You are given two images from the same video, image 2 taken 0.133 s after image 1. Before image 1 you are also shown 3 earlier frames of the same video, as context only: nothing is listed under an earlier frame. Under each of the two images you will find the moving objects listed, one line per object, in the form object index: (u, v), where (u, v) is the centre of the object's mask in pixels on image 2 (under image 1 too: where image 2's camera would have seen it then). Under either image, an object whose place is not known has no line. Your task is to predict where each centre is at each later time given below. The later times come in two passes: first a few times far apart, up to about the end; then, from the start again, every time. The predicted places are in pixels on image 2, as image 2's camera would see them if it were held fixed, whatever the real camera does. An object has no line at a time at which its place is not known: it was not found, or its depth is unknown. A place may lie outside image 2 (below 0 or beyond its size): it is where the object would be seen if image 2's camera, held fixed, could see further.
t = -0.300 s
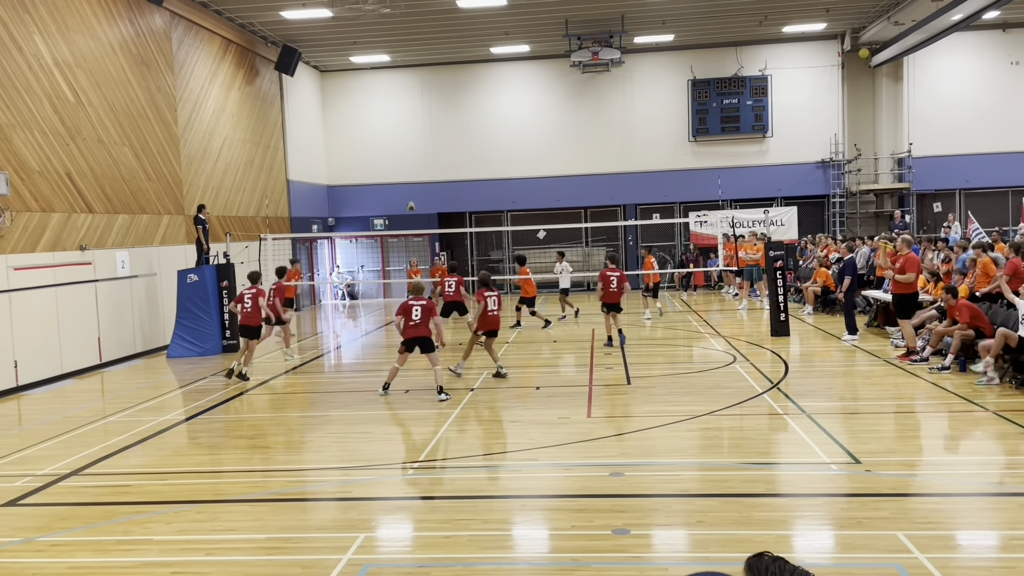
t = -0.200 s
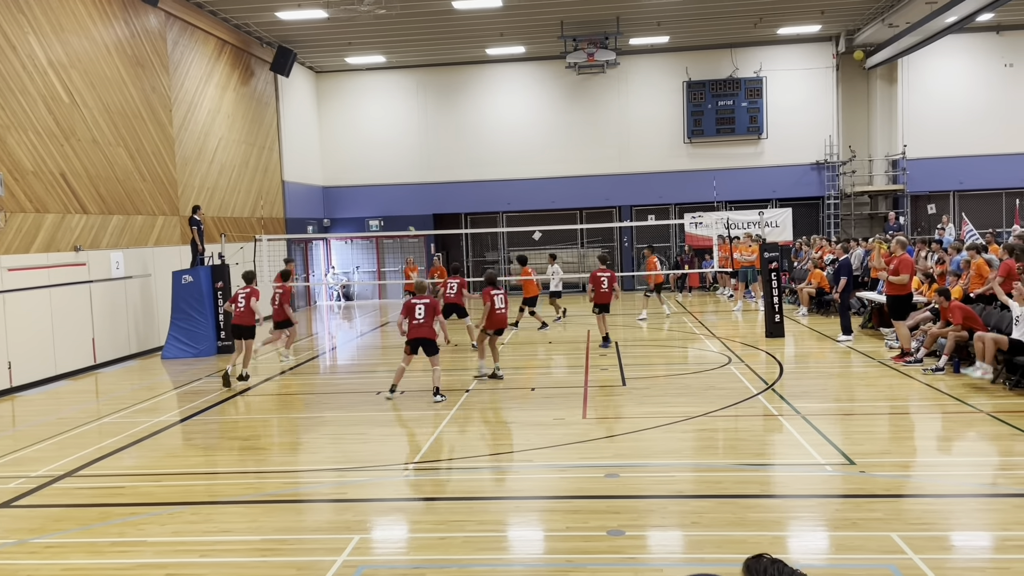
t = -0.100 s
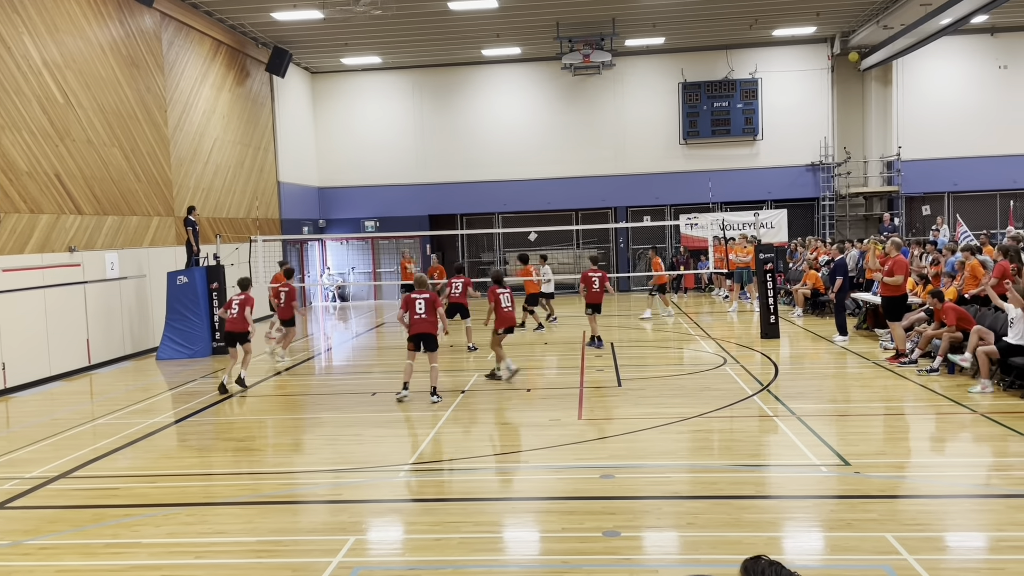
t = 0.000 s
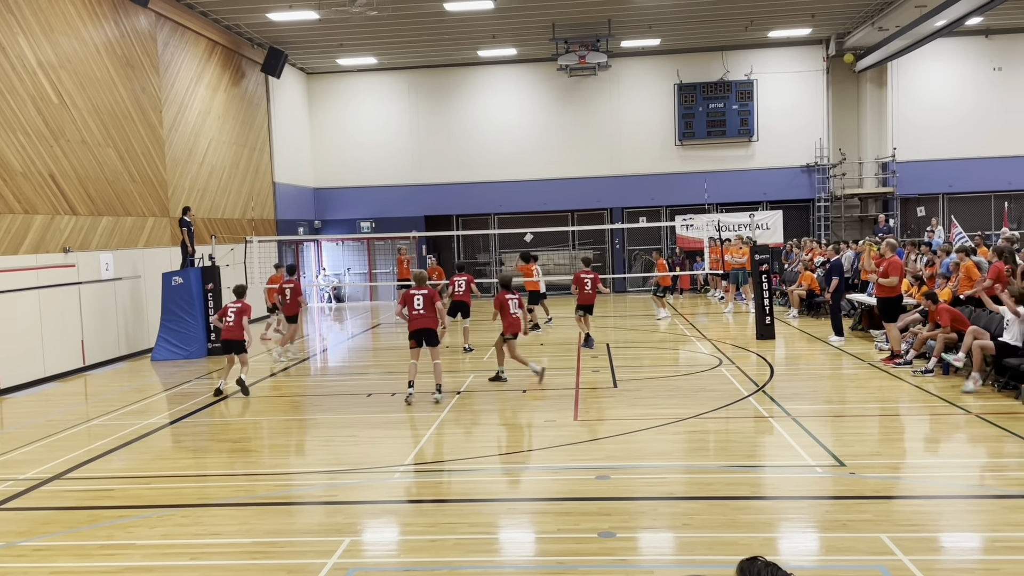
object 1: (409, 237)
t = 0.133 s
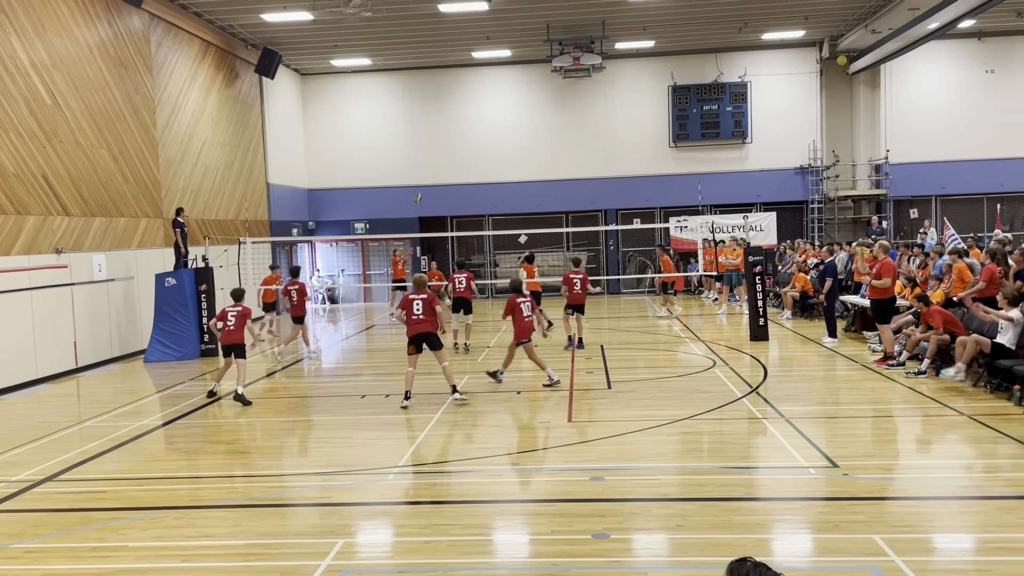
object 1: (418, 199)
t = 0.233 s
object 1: (424, 174)
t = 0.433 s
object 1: (438, 136)
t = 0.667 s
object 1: (454, 114)
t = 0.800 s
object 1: (464, 111)
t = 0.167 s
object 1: (419, 190)
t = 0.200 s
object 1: (422, 181)
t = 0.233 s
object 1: (424, 174)
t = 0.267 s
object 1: (426, 167)
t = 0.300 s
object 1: (429, 160)
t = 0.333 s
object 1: (431, 153)
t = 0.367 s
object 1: (433, 147)
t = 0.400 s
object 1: (436, 141)
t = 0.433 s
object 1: (438, 136)
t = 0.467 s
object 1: (440, 132)
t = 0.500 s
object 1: (442, 128)
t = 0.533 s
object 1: (445, 124)
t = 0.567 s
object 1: (447, 121)
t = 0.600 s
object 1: (450, 118)
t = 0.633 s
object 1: (452, 116)
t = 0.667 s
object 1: (454, 114)
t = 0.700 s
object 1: (457, 112)
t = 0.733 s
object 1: (459, 111)
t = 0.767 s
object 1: (462, 111)
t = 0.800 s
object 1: (464, 111)
